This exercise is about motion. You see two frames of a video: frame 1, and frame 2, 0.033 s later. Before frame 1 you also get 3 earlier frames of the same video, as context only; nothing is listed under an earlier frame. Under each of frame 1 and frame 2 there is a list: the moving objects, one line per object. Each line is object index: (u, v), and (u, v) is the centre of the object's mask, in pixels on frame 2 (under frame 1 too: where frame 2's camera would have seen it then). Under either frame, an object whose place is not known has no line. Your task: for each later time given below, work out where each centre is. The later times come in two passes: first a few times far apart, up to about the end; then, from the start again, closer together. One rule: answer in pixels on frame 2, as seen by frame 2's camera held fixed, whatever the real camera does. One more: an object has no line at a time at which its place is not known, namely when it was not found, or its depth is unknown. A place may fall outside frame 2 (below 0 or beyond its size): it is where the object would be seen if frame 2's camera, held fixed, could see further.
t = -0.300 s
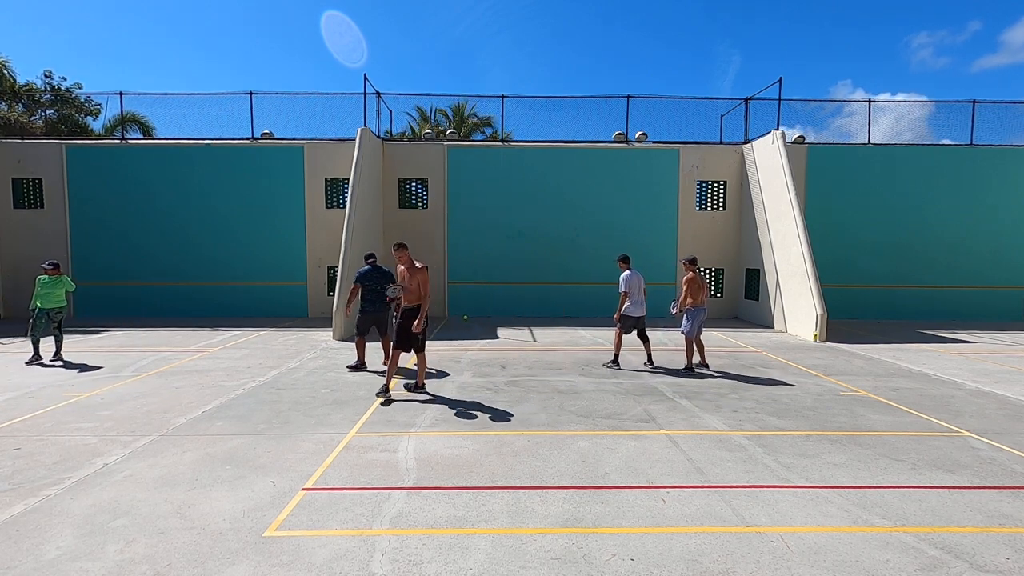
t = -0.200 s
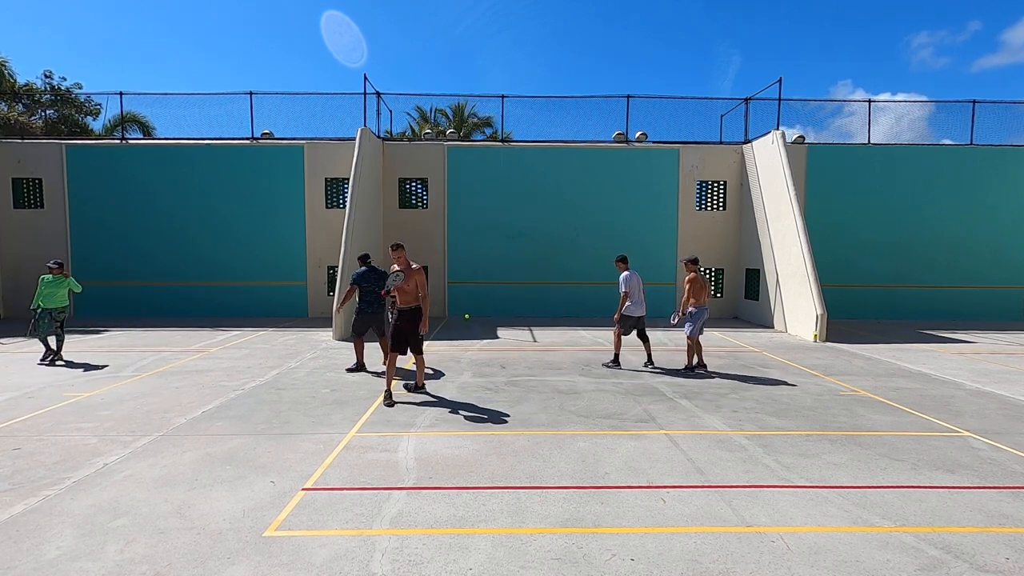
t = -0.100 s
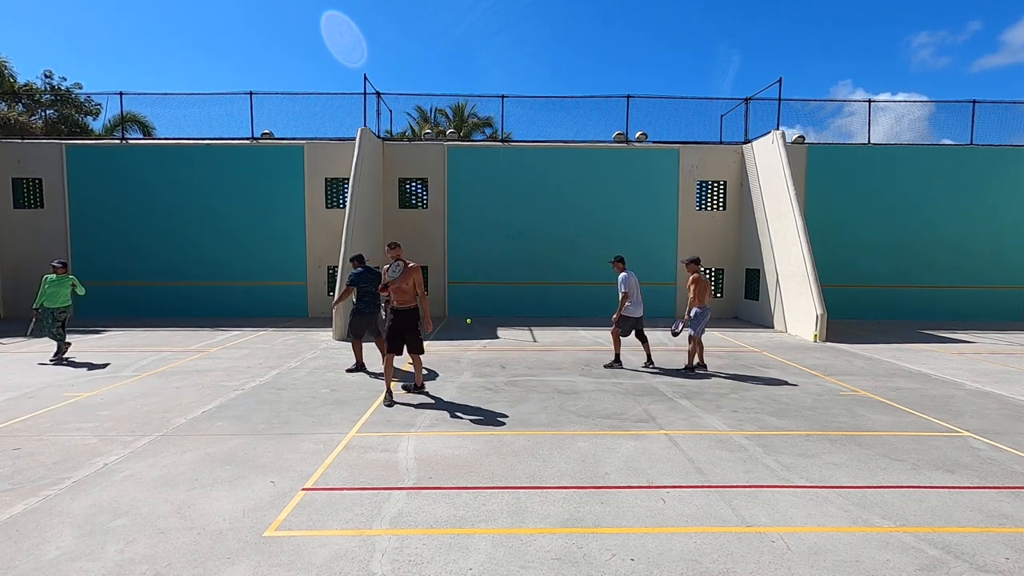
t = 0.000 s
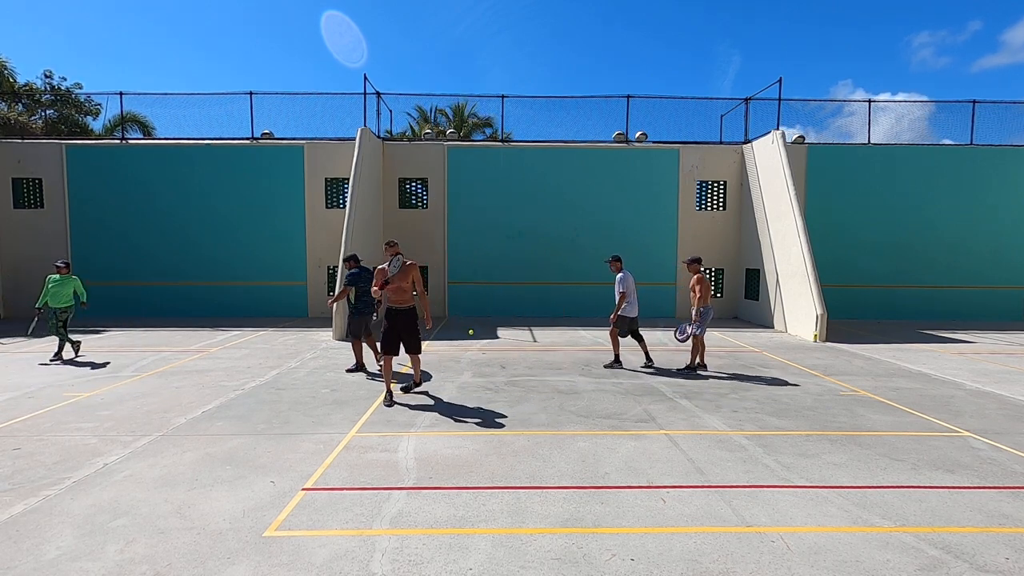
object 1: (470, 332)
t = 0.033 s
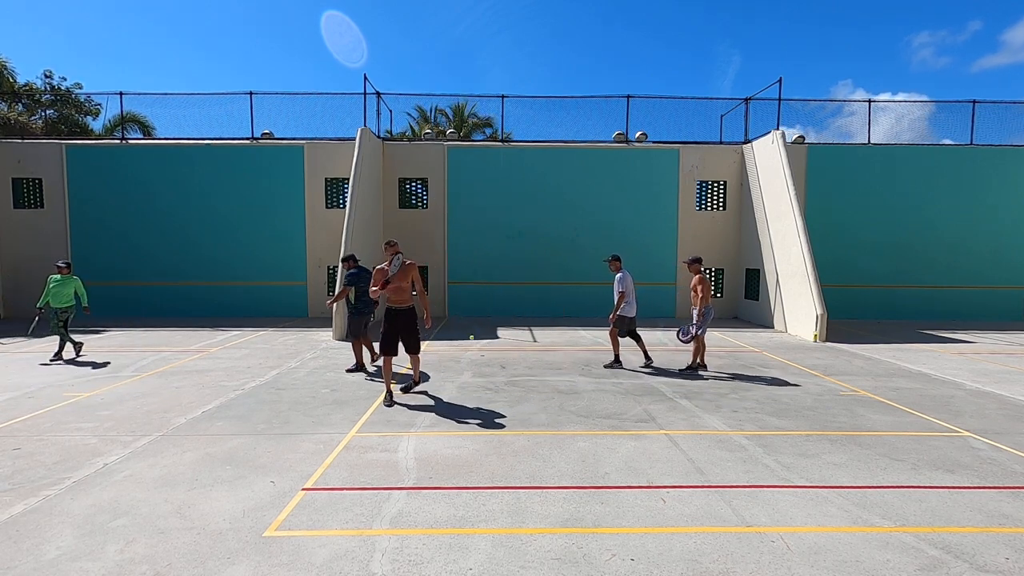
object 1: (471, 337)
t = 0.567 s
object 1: (488, 398)
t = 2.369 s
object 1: (892, 575)
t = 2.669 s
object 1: (936, 551)
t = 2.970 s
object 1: (969, 525)
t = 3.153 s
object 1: (986, 512)
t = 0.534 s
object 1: (486, 388)
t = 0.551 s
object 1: (487, 393)
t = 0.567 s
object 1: (488, 398)
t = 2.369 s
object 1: (892, 575)
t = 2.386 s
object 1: (895, 574)
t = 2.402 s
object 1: (898, 574)
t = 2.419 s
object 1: (900, 573)
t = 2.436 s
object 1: (902, 573)
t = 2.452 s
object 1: (905, 574)
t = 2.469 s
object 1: (908, 573)
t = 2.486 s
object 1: (911, 571)
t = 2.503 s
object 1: (913, 569)
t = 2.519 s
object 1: (916, 566)
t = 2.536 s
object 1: (918, 564)
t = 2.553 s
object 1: (921, 563)
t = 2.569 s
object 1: (923, 561)
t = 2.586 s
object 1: (926, 561)
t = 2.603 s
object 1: (927, 560)
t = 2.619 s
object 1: (930, 559)
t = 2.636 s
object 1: (932, 556)
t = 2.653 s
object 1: (934, 554)
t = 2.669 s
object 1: (936, 551)
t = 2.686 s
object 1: (938, 549)
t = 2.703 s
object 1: (940, 548)
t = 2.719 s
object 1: (942, 547)
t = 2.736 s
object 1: (944, 547)
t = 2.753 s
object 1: (946, 545)
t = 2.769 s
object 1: (948, 543)
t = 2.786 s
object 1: (949, 541)
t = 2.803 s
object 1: (951, 539)
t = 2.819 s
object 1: (953, 539)
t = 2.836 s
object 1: (955, 537)
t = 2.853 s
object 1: (957, 536)
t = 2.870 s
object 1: (958, 534)
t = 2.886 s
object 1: (960, 532)
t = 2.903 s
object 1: (962, 531)
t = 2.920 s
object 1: (964, 530)
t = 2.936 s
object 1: (965, 529)
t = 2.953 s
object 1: (967, 527)
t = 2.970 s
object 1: (969, 525)
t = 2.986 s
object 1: (970, 524)
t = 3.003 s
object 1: (972, 523)
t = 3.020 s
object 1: (973, 522)
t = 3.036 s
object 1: (975, 521)
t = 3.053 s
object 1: (976, 520)
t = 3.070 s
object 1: (978, 518)
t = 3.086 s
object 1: (979, 517)
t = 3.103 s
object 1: (981, 516)
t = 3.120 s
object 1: (983, 515)
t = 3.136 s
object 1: (984, 514)
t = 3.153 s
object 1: (986, 512)
